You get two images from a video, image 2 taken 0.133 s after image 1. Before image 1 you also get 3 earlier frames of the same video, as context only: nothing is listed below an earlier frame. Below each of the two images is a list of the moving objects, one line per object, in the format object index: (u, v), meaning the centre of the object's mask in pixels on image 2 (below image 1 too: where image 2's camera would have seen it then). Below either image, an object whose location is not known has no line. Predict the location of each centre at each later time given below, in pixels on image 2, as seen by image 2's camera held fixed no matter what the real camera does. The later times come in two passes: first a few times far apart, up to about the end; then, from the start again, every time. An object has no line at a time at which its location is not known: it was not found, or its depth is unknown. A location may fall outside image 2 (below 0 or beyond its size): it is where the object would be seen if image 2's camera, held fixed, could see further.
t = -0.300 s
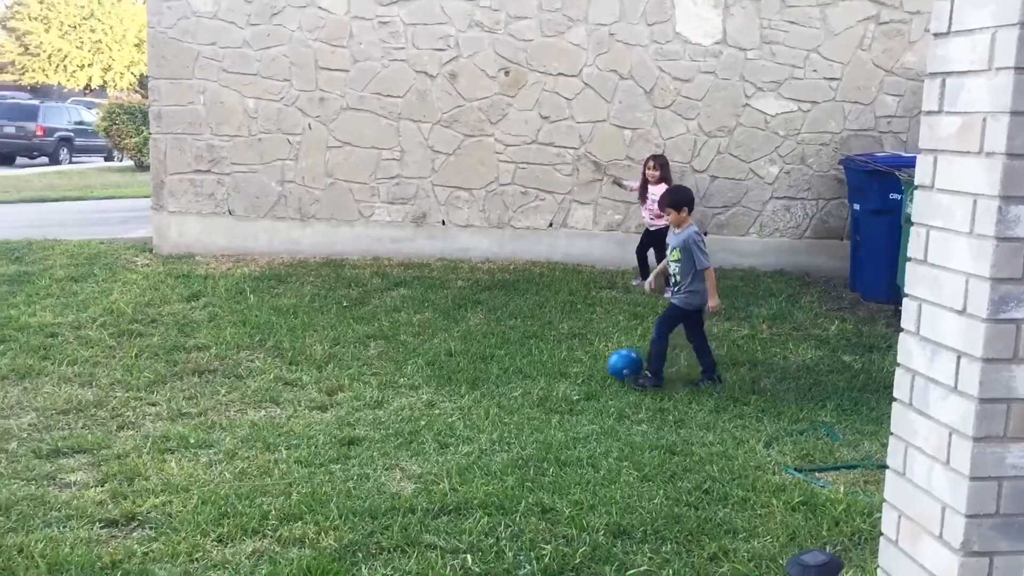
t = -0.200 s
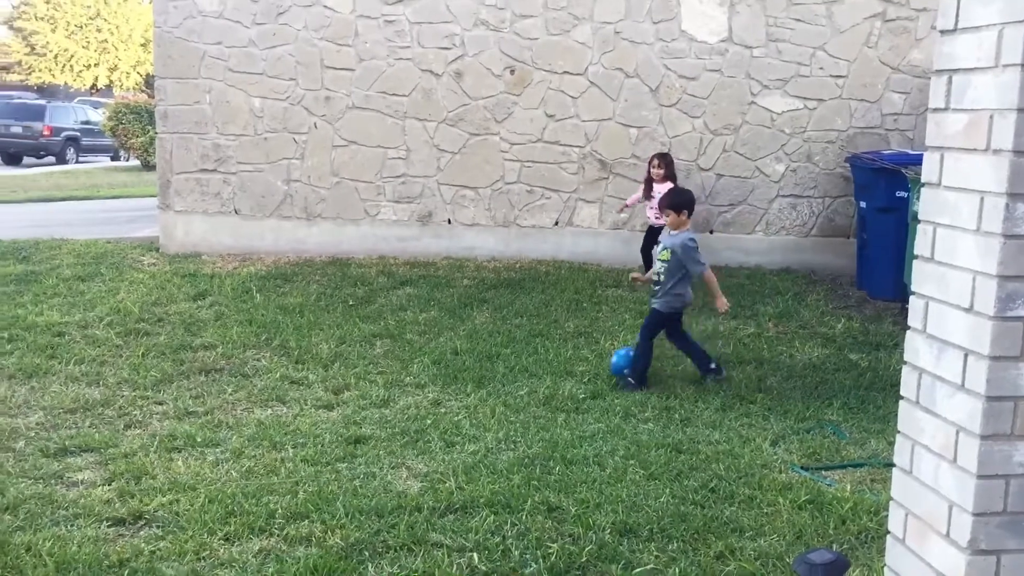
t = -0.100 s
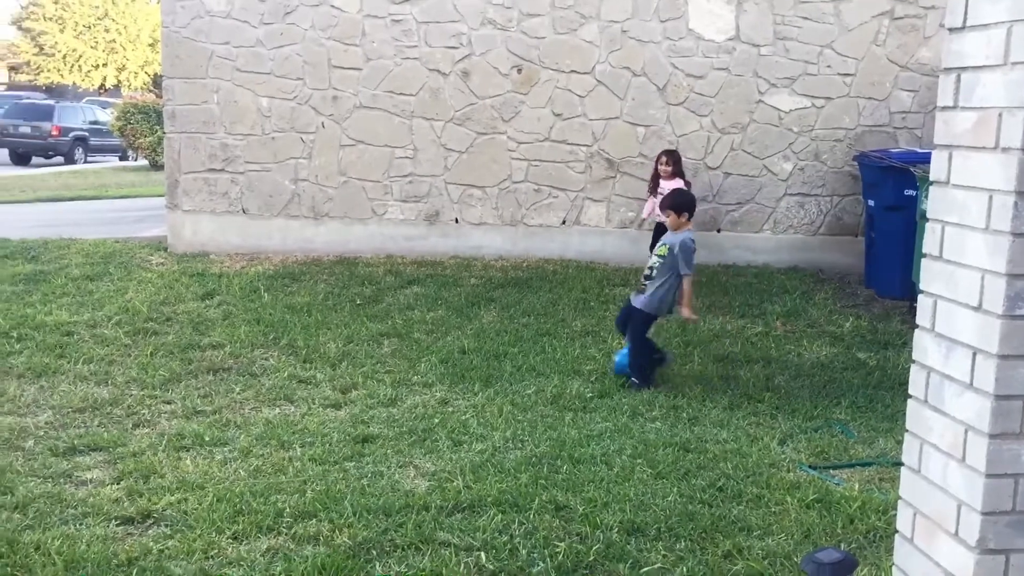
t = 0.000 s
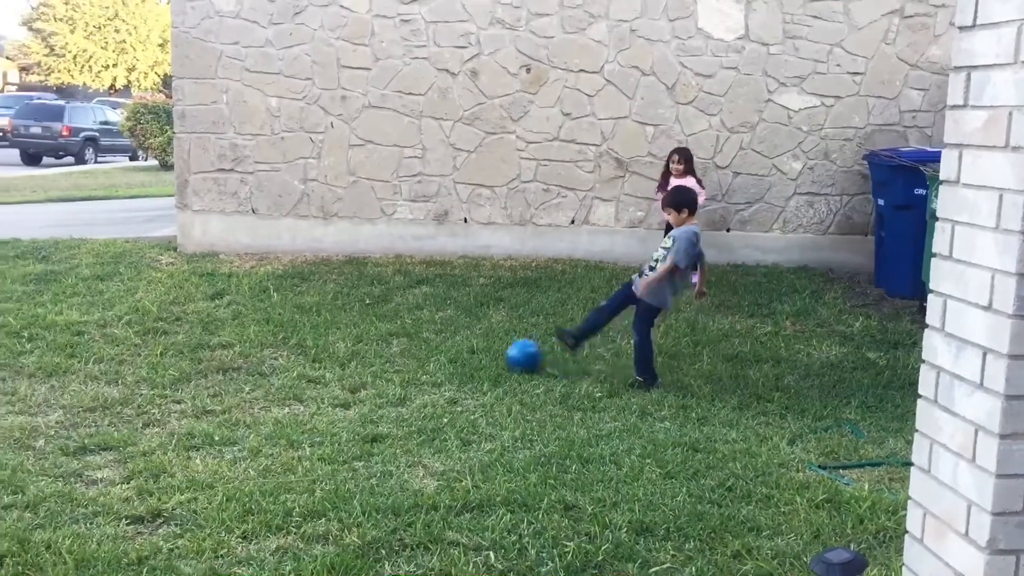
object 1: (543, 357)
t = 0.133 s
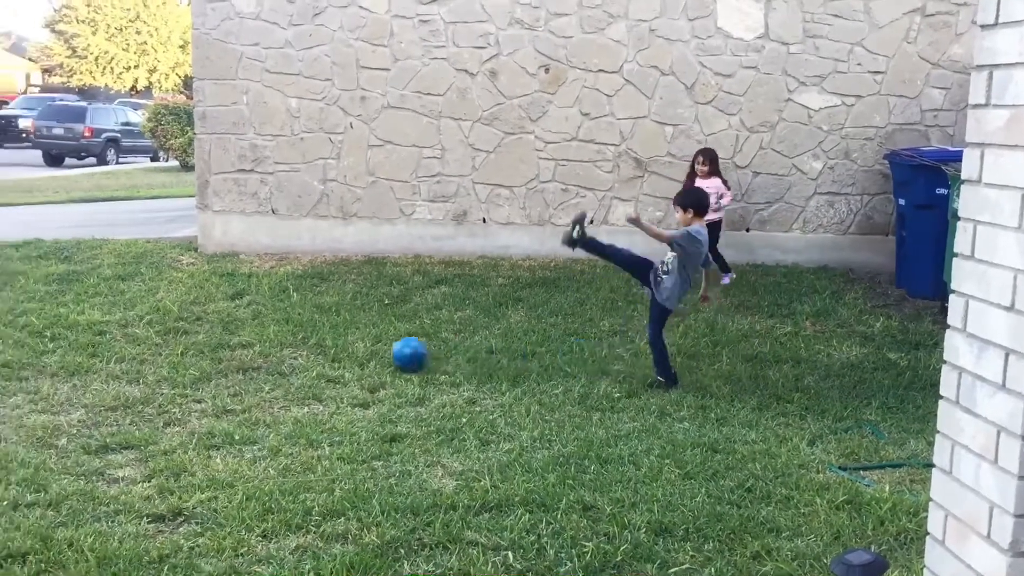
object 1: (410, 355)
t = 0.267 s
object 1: (301, 356)
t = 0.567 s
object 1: (139, 347)
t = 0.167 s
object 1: (380, 354)
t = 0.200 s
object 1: (353, 355)
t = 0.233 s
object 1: (326, 355)
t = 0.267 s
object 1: (301, 356)
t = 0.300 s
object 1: (279, 354)
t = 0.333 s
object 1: (259, 353)
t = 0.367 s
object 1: (240, 351)
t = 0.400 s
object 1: (221, 349)
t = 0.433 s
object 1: (203, 350)
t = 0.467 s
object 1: (184, 351)
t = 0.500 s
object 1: (168, 351)
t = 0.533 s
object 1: (154, 349)
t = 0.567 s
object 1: (139, 347)
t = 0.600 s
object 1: (123, 347)
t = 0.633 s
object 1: (108, 349)
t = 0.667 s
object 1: (92, 352)
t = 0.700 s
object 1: (78, 350)
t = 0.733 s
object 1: (65, 346)
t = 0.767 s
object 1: (52, 343)
